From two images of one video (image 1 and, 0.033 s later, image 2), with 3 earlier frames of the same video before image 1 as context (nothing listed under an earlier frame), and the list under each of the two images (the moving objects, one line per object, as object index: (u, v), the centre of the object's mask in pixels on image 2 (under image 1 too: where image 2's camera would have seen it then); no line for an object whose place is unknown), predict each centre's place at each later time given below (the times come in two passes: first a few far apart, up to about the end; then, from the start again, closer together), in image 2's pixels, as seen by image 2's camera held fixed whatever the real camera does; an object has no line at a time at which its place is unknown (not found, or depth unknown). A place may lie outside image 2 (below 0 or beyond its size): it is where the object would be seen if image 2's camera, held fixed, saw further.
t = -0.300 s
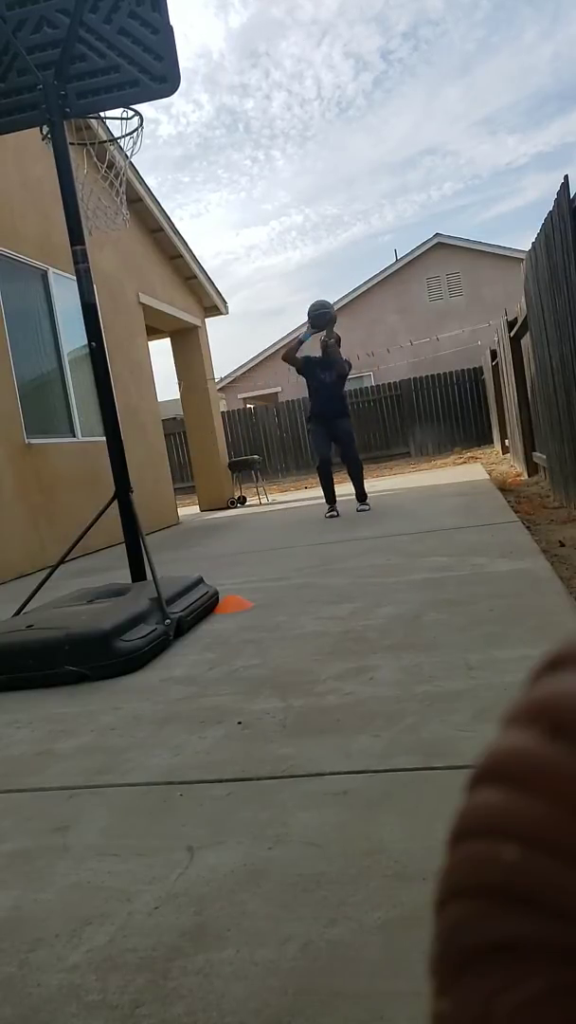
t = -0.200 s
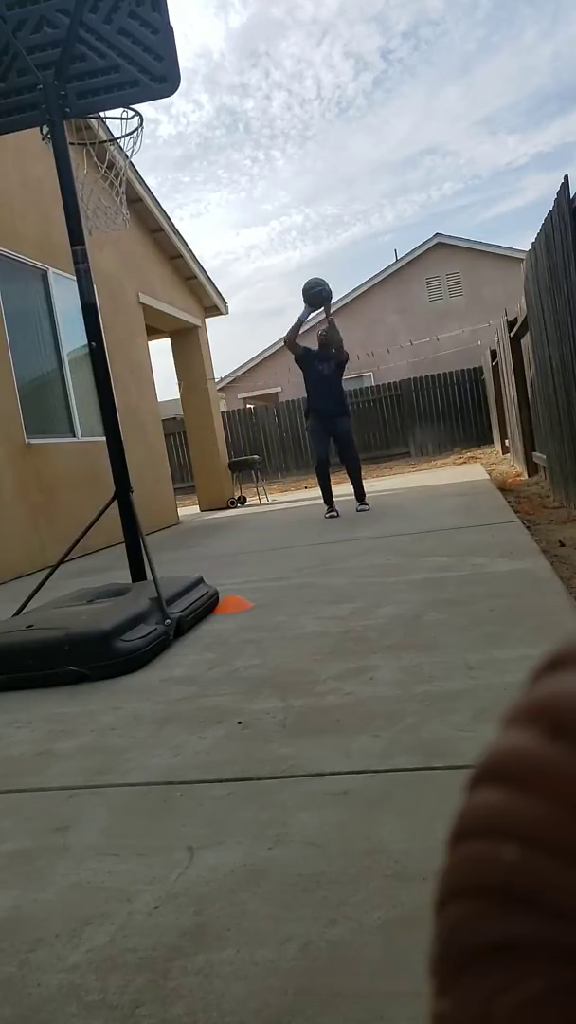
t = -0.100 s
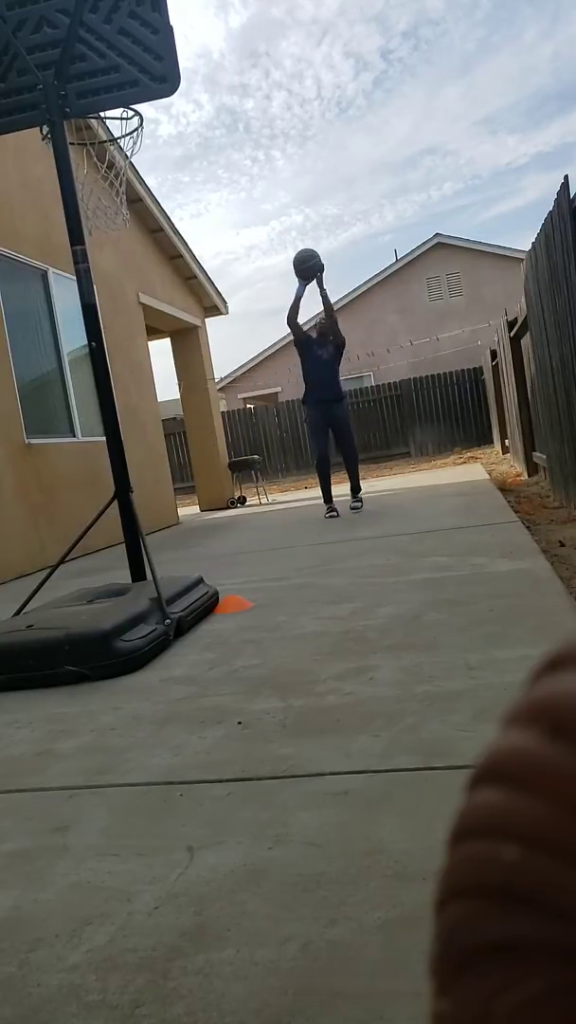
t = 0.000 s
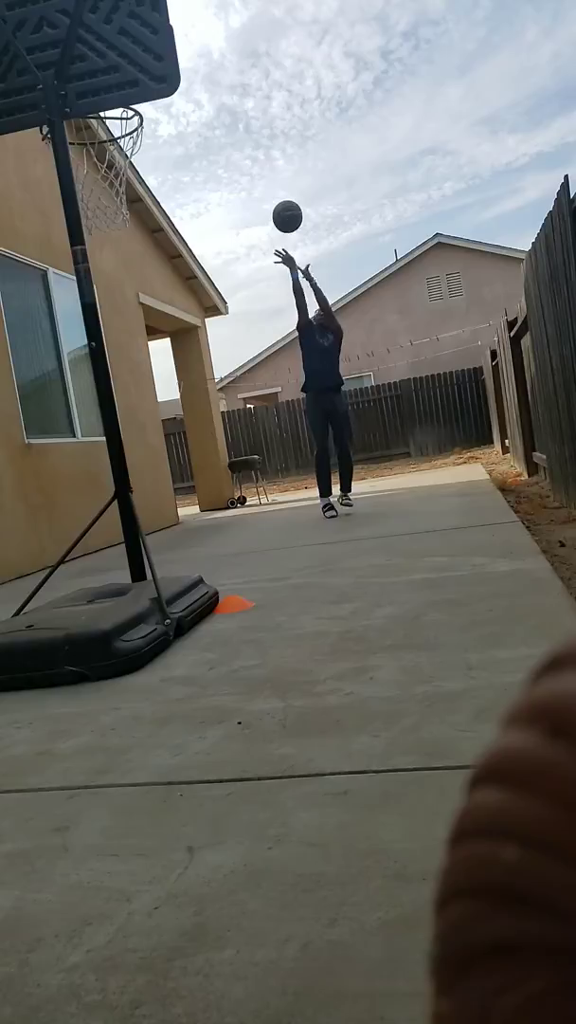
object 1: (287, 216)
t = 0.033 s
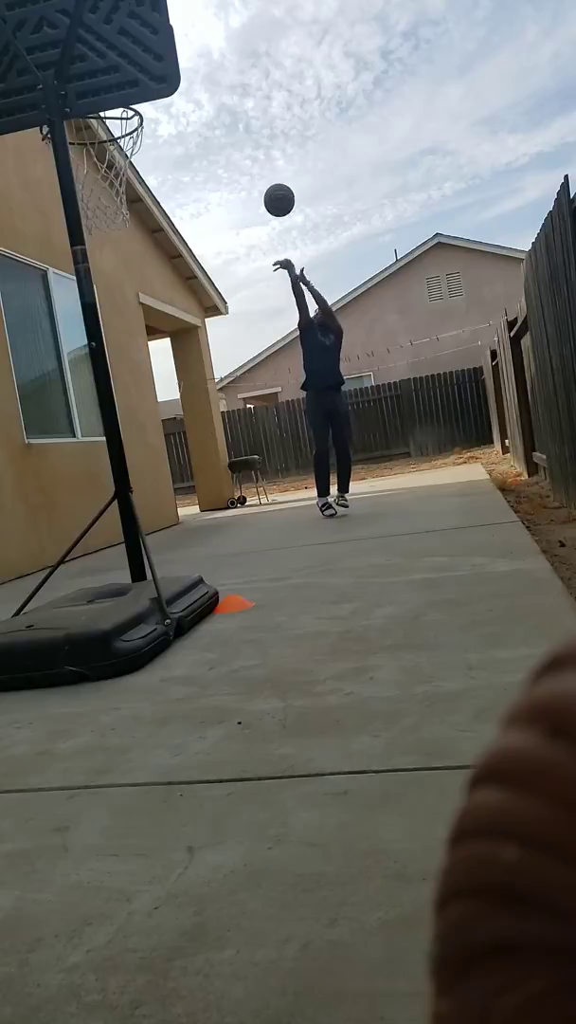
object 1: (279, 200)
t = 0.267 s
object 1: (217, 112)
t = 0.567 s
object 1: (126, 116)
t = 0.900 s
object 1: (107, 261)
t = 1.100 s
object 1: (137, 417)
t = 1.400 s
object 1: (167, 458)
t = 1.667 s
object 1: (183, 356)
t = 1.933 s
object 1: (217, 372)
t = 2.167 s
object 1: (259, 471)
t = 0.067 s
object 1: (271, 185)
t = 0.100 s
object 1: (262, 170)
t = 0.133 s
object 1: (254, 156)
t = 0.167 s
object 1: (245, 143)
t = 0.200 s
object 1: (236, 132)
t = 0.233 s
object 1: (227, 121)
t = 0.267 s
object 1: (217, 112)
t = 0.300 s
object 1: (208, 104)
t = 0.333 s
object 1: (198, 98)
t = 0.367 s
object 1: (190, 94)
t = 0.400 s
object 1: (182, 93)
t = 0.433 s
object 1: (173, 96)
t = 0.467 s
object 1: (162, 102)
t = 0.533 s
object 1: (139, 110)
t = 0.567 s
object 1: (126, 116)
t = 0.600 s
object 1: (115, 123)
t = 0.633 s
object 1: (102, 127)
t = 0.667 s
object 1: (89, 131)
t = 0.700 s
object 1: (87, 141)
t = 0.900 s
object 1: (107, 261)
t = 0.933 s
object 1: (111, 283)
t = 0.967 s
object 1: (116, 307)
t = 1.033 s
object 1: (126, 360)
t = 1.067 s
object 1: (132, 388)
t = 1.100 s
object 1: (137, 417)
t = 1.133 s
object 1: (143, 448)
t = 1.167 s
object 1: (149, 479)
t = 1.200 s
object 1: (157, 511)
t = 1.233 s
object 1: (165, 545)
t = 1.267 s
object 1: (169, 555)
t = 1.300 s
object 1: (167, 529)
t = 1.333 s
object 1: (167, 503)
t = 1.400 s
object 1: (167, 458)
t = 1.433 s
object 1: (168, 437)
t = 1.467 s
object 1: (170, 420)
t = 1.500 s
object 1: (171, 405)
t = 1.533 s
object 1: (173, 392)
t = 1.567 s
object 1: (175, 380)
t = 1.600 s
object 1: (177, 370)
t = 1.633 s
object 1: (180, 362)
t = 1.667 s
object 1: (183, 356)
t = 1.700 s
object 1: (187, 352)
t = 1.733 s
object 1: (190, 349)
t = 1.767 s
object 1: (194, 349)
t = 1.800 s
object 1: (198, 350)
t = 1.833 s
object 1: (203, 353)
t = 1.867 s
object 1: (207, 358)
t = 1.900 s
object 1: (212, 364)
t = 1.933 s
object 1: (217, 372)
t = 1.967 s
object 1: (223, 382)
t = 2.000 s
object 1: (228, 393)
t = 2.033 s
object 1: (234, 406)
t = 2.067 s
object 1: (240, 421)
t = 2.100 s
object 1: (247, 436)
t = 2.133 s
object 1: (252, 453)
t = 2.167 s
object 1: (259, 471)
